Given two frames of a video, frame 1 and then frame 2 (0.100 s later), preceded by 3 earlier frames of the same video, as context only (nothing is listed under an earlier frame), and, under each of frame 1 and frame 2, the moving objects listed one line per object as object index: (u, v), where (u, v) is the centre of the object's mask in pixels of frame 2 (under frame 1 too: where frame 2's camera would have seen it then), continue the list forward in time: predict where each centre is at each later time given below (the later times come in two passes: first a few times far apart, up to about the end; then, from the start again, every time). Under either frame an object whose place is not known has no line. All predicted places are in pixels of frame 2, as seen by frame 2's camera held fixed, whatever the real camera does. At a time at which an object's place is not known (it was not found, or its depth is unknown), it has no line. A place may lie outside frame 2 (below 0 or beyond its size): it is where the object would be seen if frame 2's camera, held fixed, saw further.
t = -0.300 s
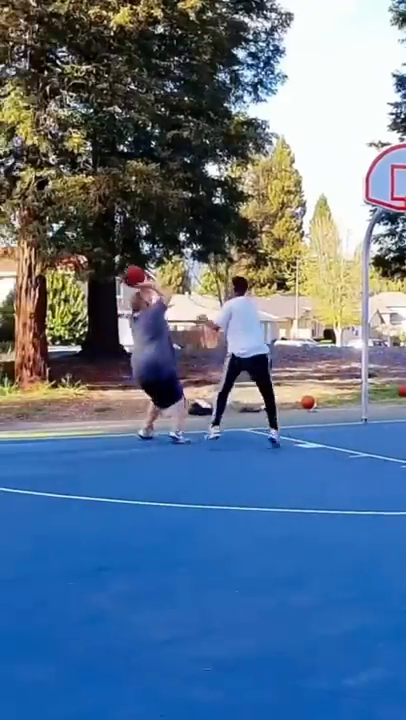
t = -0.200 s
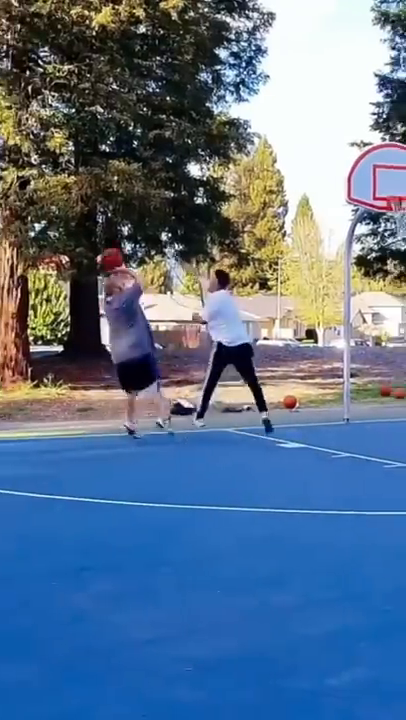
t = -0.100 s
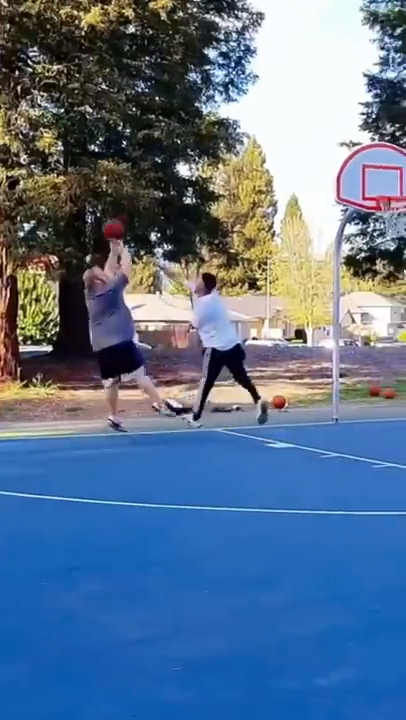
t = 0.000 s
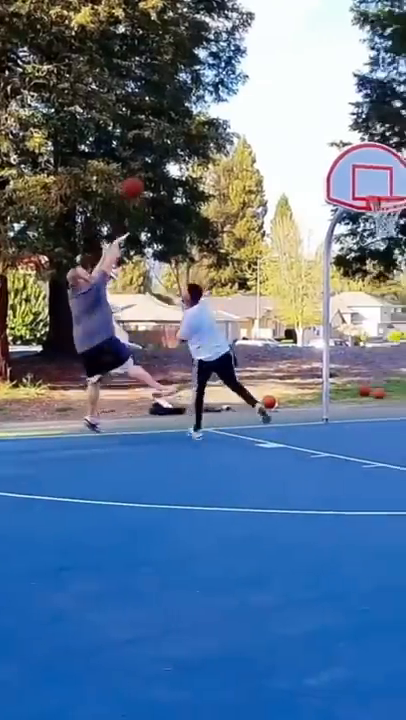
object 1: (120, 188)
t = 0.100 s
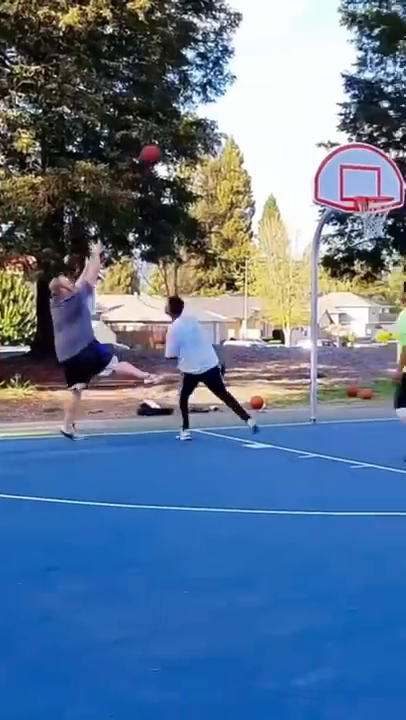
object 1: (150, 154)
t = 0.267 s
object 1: (199, 121)
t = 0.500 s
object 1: (264, 110)
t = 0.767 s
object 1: (333, 150)
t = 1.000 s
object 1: (389, 210)
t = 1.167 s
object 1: (399, 210)
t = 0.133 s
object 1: (160, 146)
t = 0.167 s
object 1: (170, 138)
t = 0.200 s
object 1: (178, 132)
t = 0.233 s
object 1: (189, 126)
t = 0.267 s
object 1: (199, 121)
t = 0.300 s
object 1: (209, 116)
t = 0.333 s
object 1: (218, 113)
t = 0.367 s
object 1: (227, 111)
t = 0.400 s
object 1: (237, 109)
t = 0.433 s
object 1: (246, 109)
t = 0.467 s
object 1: (254, 109)
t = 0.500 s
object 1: (264, 110)
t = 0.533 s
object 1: (273, 112)
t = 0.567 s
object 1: (281, 116)
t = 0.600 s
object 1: (290, 120)
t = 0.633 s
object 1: (299, 124)
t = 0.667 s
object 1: (308, 130)
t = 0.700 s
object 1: (316, 136)
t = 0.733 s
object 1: (325, 143)
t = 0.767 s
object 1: (333, 150)
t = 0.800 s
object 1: (341, 161)
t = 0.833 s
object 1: (349, 170)
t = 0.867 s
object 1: (357, 180)
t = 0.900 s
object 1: (366, 189)
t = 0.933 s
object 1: (374, 196)
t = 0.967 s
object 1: (383, 204)
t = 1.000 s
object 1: (389, 210)
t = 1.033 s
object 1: (394, 211)
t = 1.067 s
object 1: (398, 211)
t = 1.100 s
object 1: (398, 211)
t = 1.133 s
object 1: (399, 210)
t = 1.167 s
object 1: (399, 210)
